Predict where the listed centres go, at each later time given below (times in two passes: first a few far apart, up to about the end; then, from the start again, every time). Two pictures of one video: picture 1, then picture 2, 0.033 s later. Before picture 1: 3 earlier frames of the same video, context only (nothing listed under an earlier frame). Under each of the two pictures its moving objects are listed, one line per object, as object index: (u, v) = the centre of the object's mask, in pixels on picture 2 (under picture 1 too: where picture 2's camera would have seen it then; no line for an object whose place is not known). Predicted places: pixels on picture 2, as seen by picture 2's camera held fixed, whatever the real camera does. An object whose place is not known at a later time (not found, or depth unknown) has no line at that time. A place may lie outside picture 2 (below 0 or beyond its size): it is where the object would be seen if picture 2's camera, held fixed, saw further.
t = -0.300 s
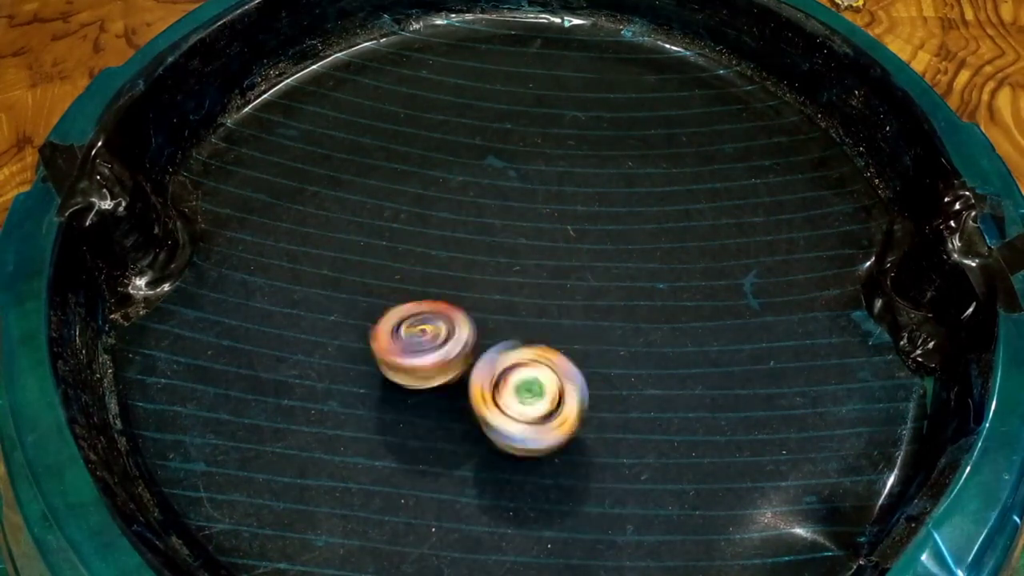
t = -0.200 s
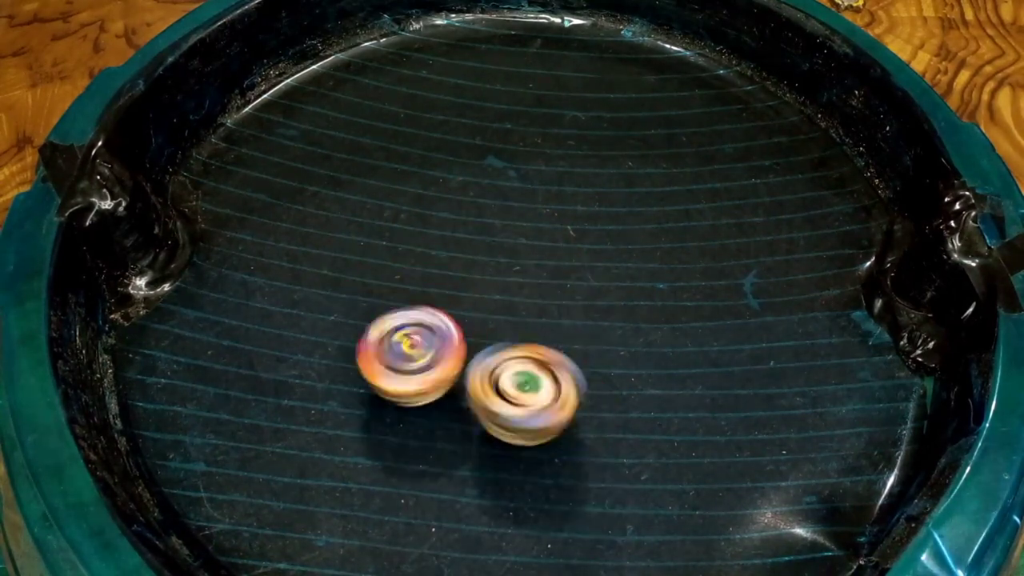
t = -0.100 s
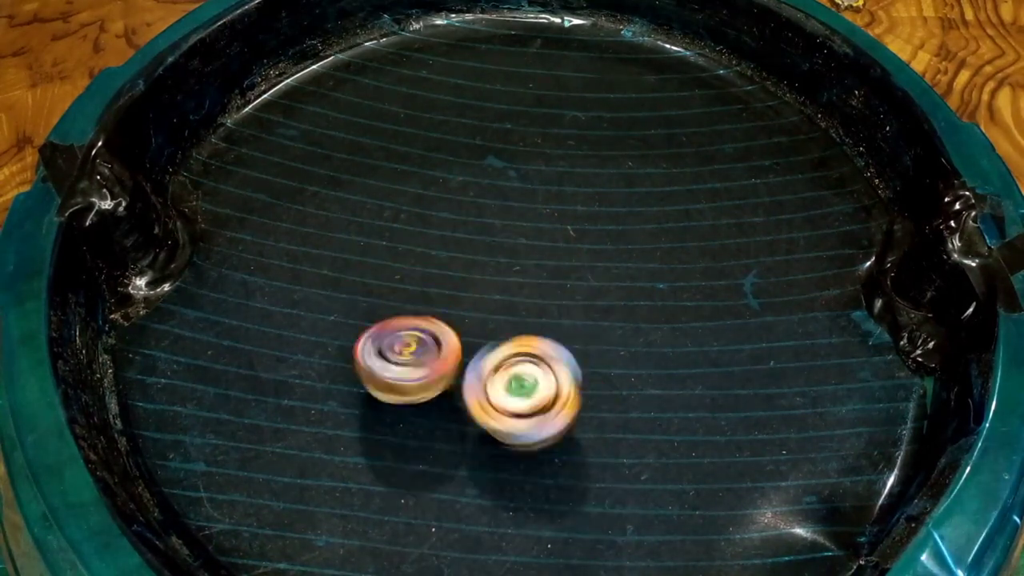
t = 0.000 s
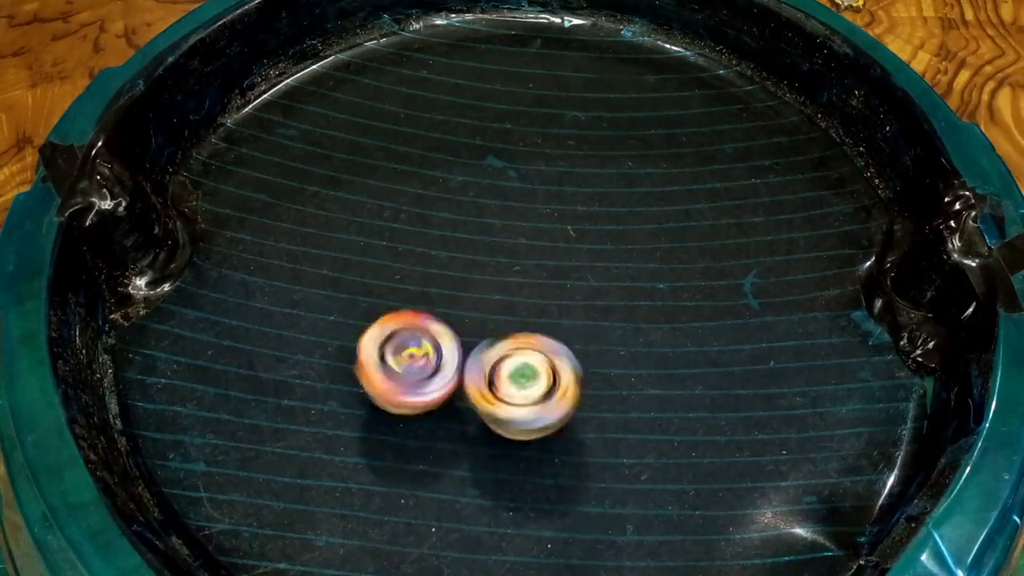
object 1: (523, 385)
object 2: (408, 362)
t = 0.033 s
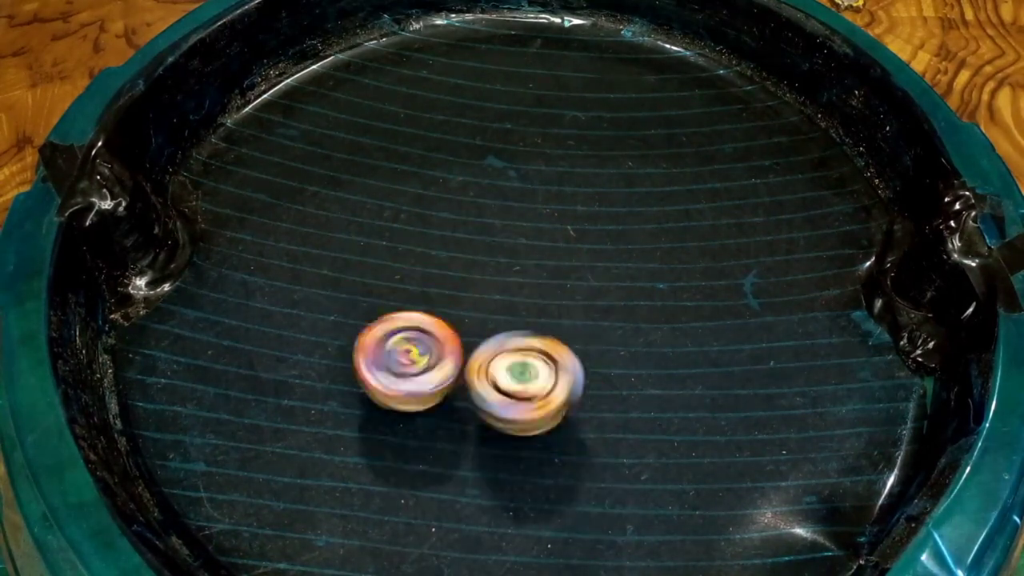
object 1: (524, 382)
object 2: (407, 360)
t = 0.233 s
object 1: (523, 356)
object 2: (410, 353)
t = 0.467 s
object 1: (513, 324)
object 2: (393, 359)
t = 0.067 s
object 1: (524, 379)
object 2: (406, 359)
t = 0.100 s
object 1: (524, 375)
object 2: (401, 357)
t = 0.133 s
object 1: (523, 371)
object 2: (398, 355)
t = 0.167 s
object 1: (523, 367)
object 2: (398, 352)
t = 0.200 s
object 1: (524, 362)
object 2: (403, 351)
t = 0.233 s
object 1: (523, 356)
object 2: (410, 353)
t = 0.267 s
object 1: (520, 351)
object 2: (414, 354)
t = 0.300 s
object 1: (520, 347)
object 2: (412, 352)
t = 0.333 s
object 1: (524, 342)
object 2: (409, 352)
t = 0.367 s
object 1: (527, 336)
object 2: (403, 353)
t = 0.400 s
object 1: (525, 331)
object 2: (398, 357)
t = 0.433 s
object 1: (521, 327)
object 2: (396, 357)
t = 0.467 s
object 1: (513, 324)
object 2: (393, 359)
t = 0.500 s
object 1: (509, 320)
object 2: (393, 359)
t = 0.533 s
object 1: (510, 315)
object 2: (394, 359)
